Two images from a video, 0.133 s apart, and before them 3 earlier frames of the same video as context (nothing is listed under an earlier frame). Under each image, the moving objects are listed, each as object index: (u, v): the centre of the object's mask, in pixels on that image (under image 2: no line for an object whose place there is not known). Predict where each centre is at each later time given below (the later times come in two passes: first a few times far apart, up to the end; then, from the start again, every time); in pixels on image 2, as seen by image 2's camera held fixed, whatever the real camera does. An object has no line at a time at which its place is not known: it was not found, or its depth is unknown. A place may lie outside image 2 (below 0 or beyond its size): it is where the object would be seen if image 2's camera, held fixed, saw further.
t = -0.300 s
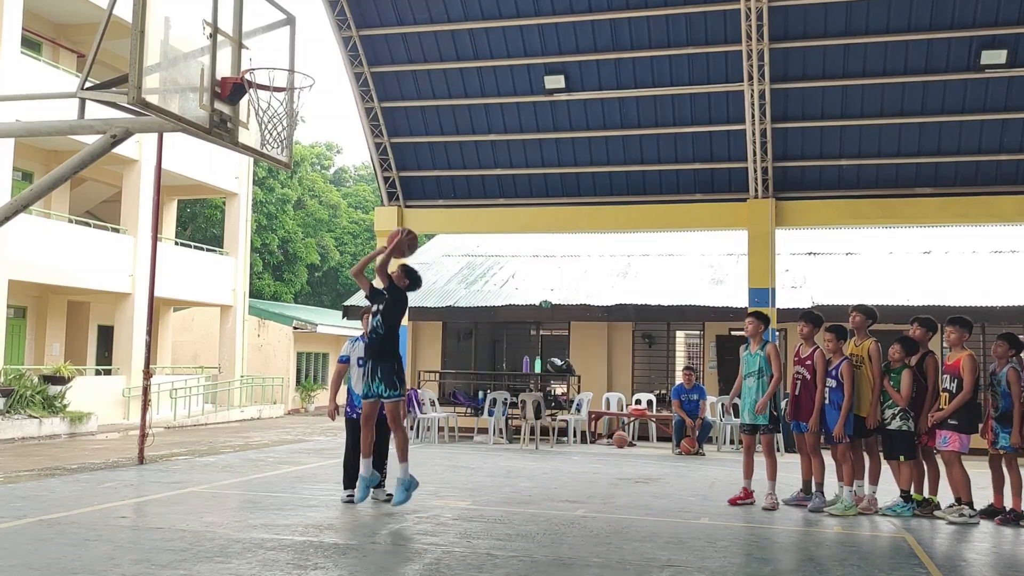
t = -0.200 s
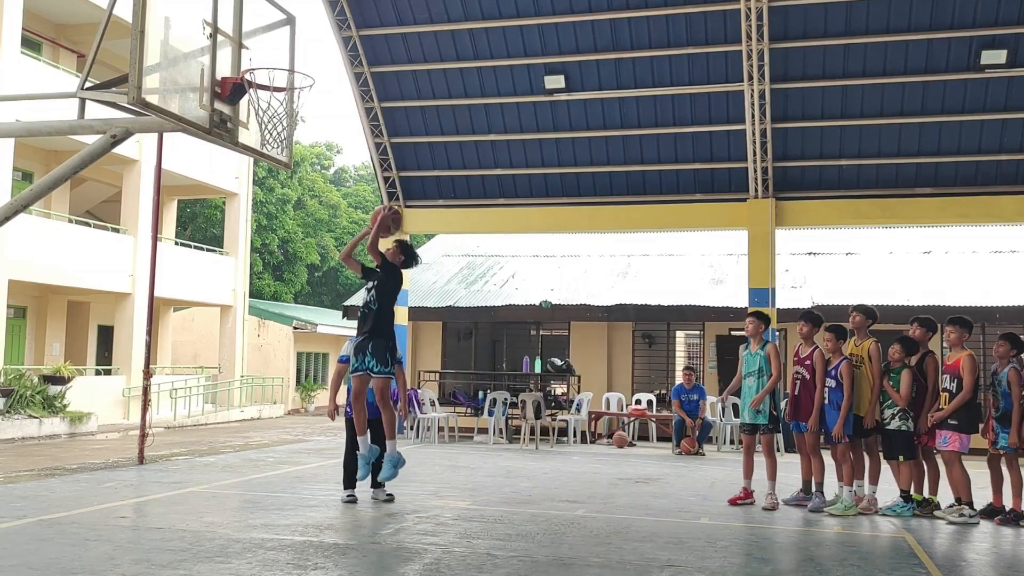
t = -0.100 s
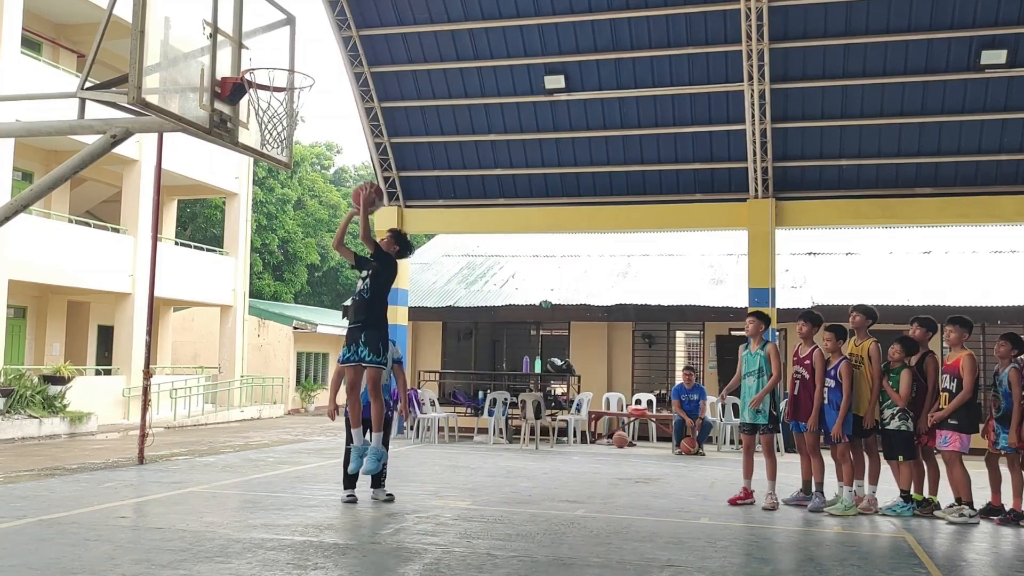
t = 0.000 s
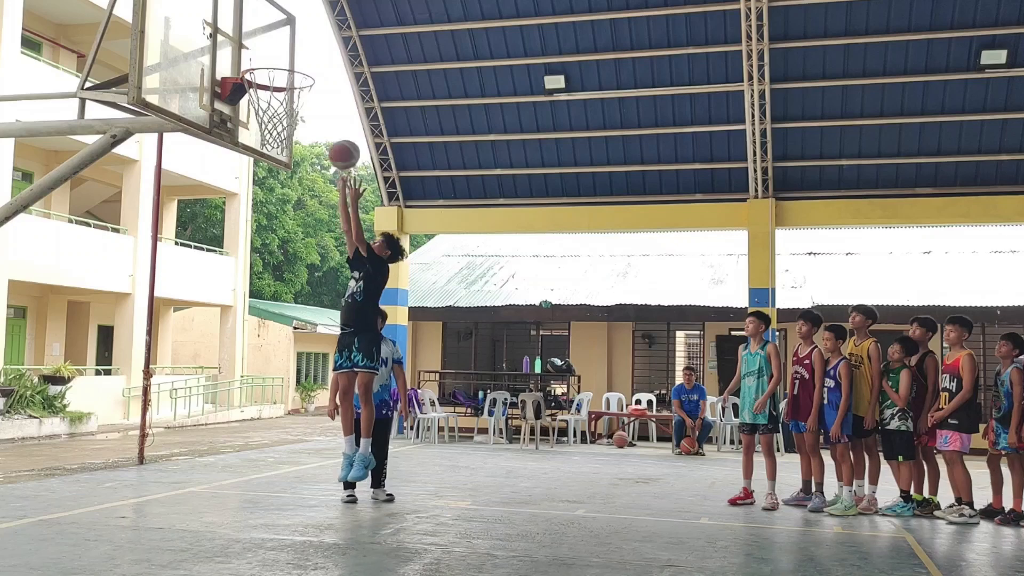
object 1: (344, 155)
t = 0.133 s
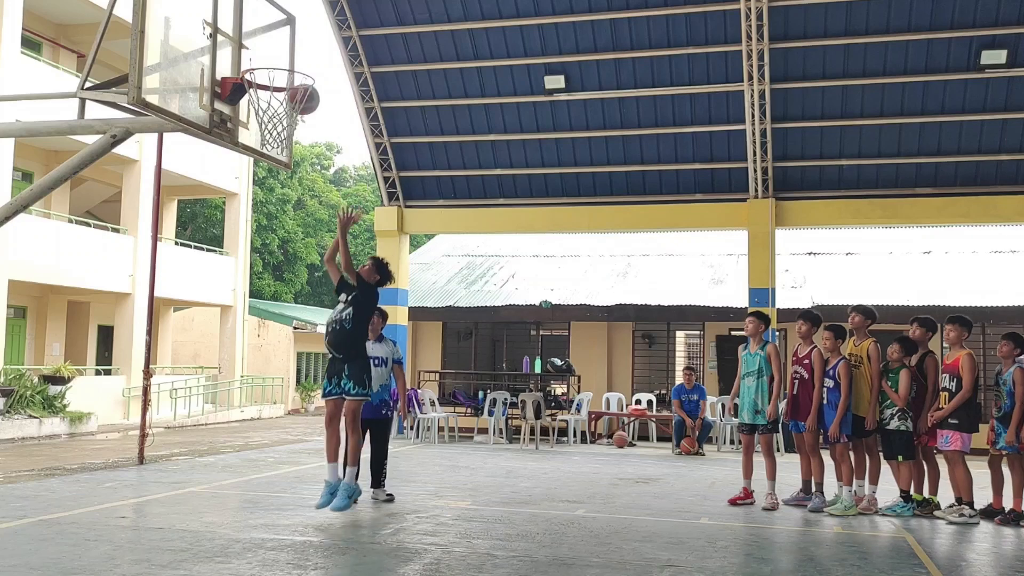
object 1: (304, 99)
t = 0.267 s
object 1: (265, 66)
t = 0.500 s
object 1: (286, 76)
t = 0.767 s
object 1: (301, 116)
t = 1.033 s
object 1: (285, 167)
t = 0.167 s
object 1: (293, 88)
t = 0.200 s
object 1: (282, 79)
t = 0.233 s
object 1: (271, 72)
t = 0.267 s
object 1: (265, 66)
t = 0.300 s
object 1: (268, 63)
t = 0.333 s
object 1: (271, 61)
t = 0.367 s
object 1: (274, 61)
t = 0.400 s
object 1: (277, 62)
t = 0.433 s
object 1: (280, 65)
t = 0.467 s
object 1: (283, 70)
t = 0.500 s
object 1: (286, 76)
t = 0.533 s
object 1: (289, 83)
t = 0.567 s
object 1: (291, 92)
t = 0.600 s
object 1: (294, 103)
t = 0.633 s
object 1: (297, 112)
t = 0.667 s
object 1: (299, 114)
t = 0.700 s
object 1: (301, 115)
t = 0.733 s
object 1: (302, 115)
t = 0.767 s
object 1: (301, 116)
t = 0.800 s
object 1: (300, 118)
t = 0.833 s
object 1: (300, 122)
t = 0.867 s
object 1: (299, 127)
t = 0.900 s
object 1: (298, 133)
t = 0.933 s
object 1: (296, 139)
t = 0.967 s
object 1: (293, 147)
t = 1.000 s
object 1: (289, 156)
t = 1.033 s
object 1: (285, 167)
